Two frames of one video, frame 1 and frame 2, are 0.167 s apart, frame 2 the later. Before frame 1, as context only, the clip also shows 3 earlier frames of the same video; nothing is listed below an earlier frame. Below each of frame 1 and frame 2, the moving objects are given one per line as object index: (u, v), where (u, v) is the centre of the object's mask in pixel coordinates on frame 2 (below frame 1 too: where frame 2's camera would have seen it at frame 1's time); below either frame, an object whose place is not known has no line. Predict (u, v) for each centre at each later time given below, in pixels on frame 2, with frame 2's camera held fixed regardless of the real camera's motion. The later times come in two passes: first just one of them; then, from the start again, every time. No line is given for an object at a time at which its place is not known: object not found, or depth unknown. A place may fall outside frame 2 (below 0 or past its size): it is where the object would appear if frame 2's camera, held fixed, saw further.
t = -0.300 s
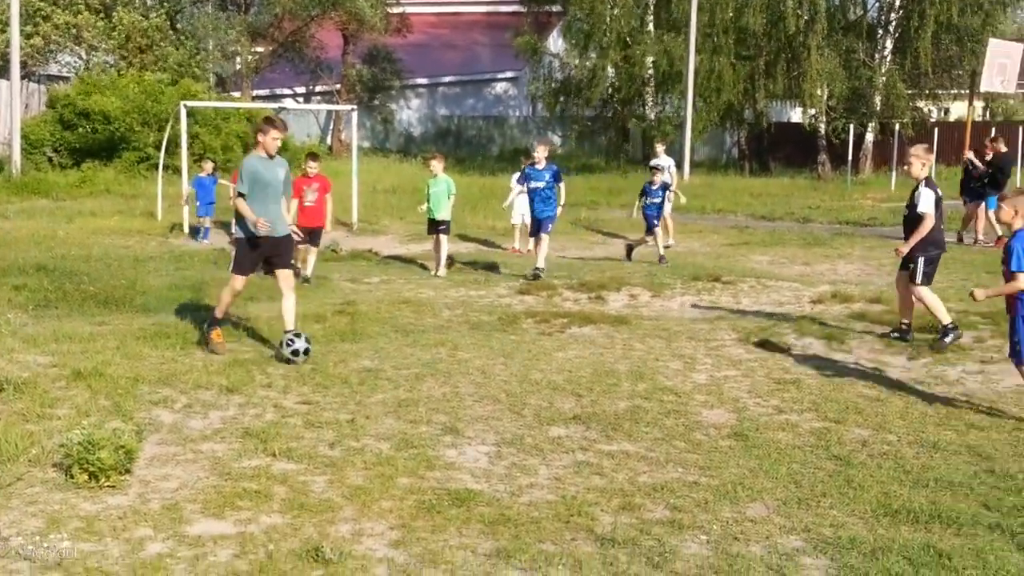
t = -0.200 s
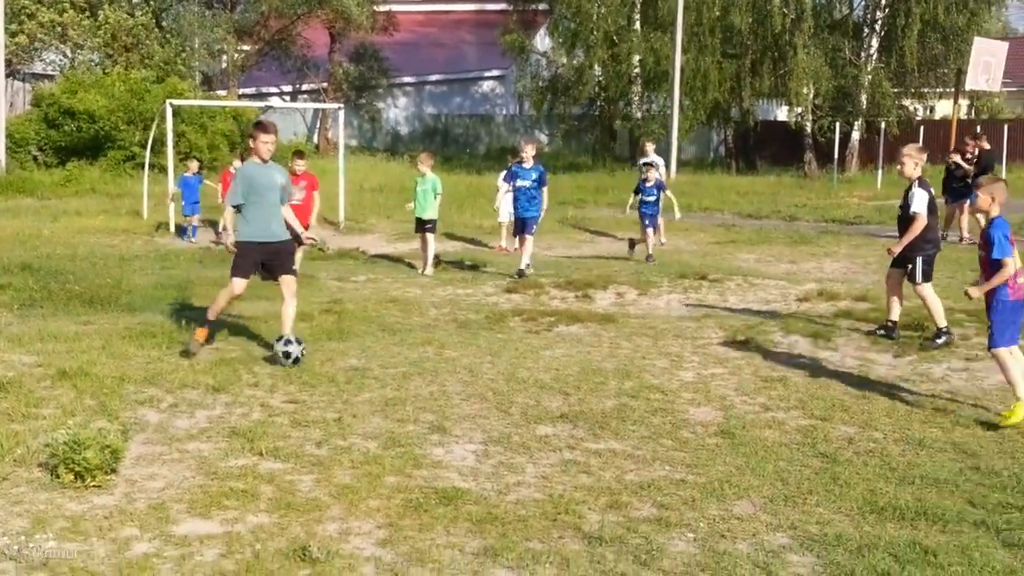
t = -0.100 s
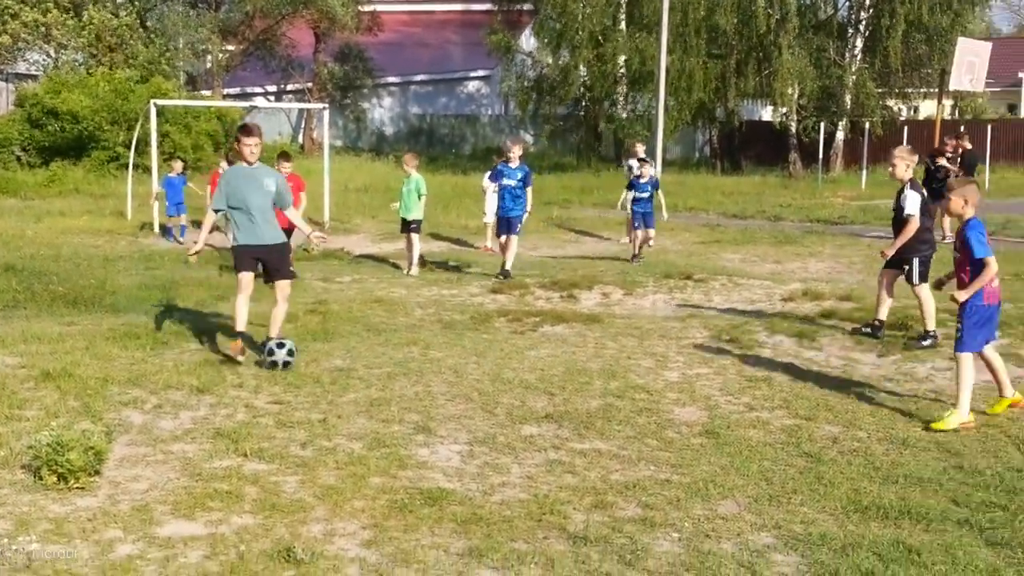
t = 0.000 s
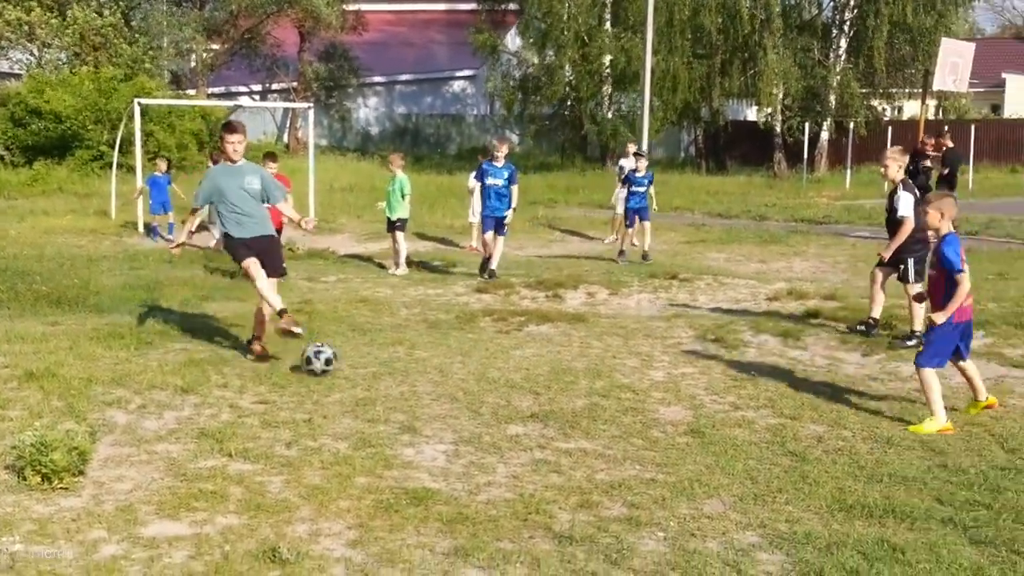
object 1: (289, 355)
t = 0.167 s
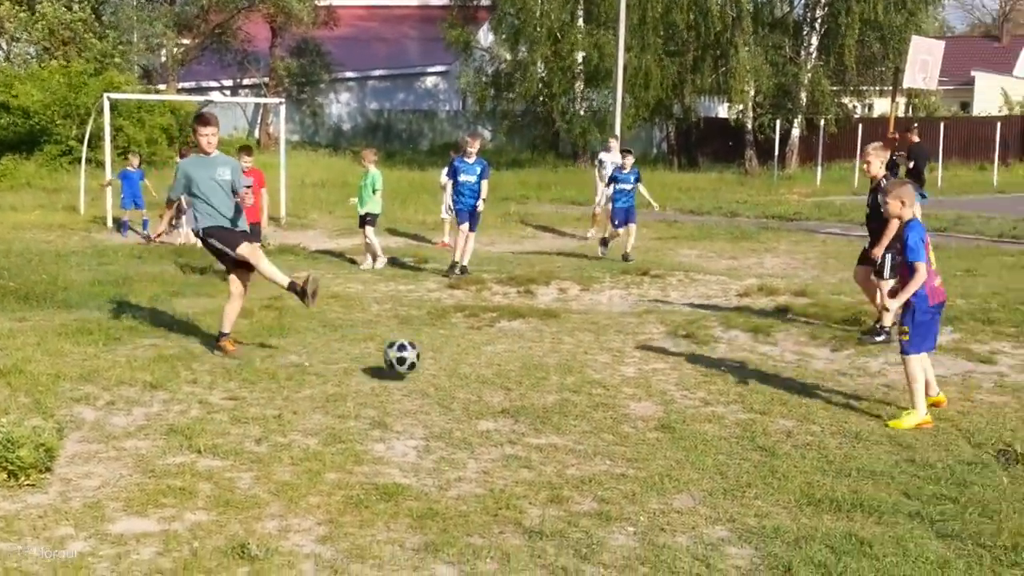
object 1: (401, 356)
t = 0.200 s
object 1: (425, 362)
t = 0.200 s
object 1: (425, 362)
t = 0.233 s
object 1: (447, 370)
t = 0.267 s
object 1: (470, 374)
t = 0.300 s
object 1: (488, 374)
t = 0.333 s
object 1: (507, 376)
